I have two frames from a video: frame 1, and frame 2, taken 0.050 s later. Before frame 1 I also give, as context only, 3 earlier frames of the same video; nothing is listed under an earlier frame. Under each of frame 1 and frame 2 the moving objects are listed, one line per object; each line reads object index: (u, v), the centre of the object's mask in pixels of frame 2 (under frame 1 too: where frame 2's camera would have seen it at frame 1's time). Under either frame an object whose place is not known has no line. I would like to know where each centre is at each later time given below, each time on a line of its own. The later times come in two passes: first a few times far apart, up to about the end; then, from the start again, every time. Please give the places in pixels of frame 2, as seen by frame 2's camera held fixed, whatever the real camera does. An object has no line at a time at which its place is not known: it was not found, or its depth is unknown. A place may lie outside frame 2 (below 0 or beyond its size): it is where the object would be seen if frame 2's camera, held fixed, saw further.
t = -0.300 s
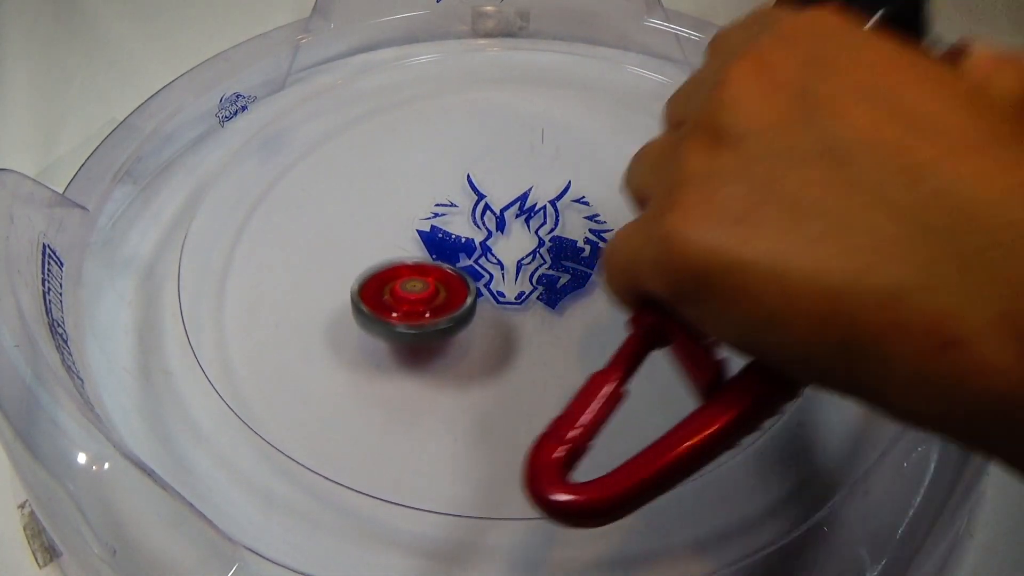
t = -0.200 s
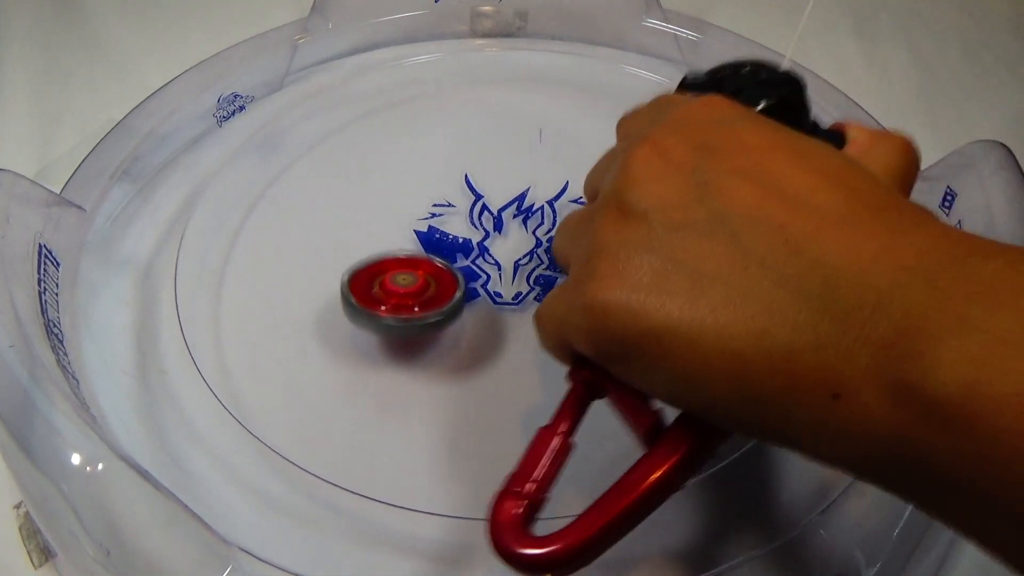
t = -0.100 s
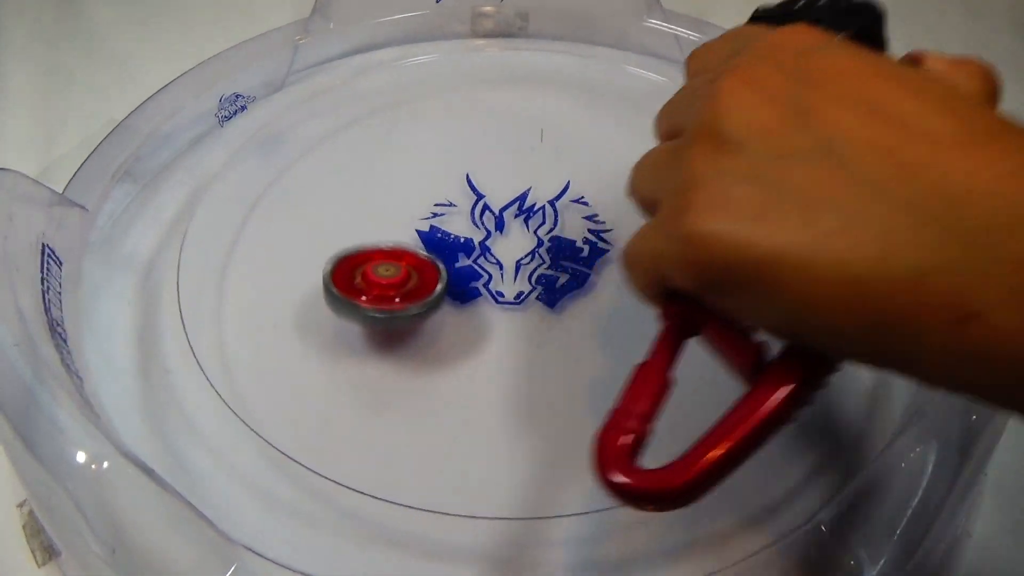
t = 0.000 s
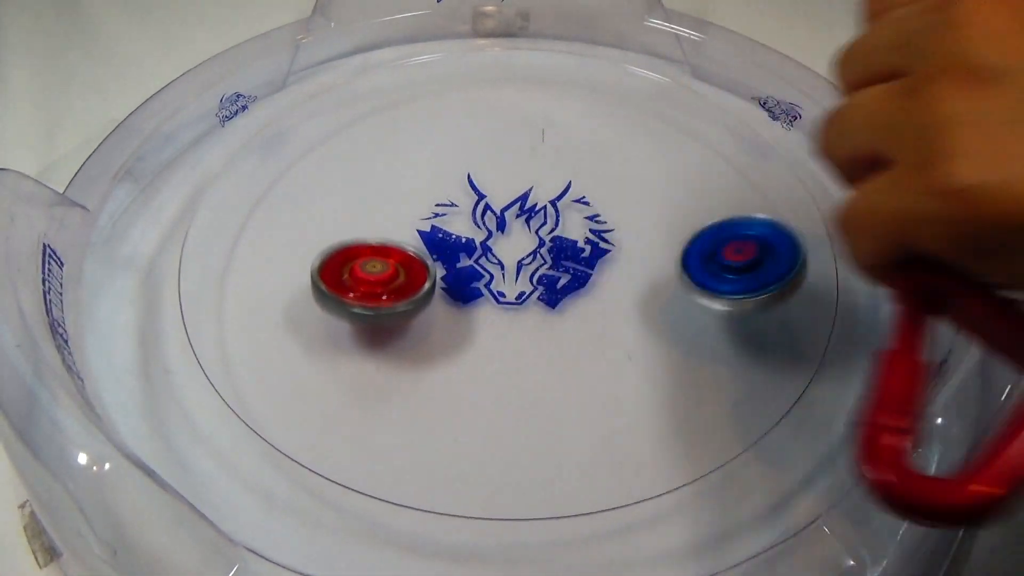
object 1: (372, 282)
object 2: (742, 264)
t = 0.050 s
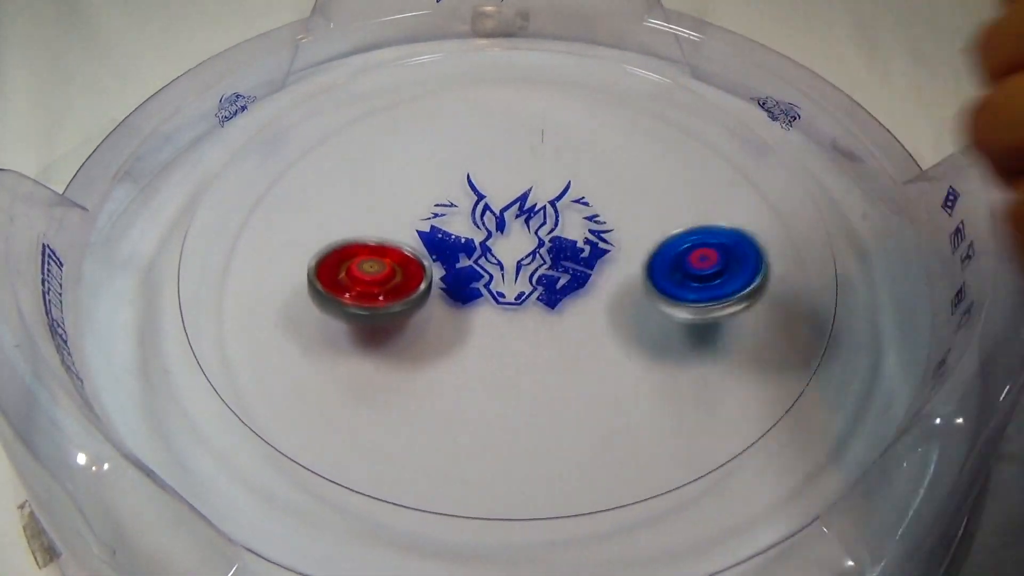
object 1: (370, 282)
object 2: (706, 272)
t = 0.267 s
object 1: (352, 279)
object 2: (479, 303)
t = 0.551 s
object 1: (257, 170)
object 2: (730, 377)
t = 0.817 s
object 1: (518, 174)
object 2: (613, 293)
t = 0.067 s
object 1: (368, 281)
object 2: (693, 275)
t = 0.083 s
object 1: (366, 281)
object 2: (677, 278)
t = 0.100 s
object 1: (364, 281)
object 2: (661, 282)
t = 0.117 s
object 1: (363, 280)
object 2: (645, 285)
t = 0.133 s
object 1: (362, 279)
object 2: (626, 288)
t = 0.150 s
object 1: (361, 280)
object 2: (608, 291)
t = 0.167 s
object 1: (360, 279)
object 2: (591, 293)
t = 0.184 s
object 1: (358, 278)
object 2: (573, 295)
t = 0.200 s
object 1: (357, 279)
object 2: (554, 298)
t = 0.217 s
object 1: (356, 279)
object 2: (536, 300)
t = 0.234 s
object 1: (355, 279)
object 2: (517, 301)
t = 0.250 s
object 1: (353, 279)
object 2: (499, 302)
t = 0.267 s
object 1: (352, 279)
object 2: (479, 303)
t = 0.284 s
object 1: (338, 274)
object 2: (479, 308)
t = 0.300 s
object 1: (307, 261)
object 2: (499, 319)
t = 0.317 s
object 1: (277, 246)
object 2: (521, 331)
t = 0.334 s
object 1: (252, 232)
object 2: (542, 340)
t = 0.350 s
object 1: (229, 220)
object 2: (563, 350)
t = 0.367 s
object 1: (207, 209)
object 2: (584, 359)
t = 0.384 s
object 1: (187, 198)
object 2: (605, 368)
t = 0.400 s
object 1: (182, 185)
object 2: (626, 376)
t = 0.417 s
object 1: (181, 174)
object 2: (647, 383)
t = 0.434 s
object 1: (182, 169)
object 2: (668, 391)
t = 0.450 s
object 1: (186, 169)
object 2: (689, 399)
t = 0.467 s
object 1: (192, 172)
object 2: (710, 406)
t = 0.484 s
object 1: (202, 166)
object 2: (727, 411)
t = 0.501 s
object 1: (214, 166)
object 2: (730, 399)
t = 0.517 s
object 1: (228, 171)
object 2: (731, 392)
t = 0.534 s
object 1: (242, 171)
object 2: (731, 387)
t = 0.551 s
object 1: (257, 170)
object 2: (730, 377)
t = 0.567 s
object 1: (272, 175)
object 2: (728, 369)
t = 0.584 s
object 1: (289, 176)
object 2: (724, 359)
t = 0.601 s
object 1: (306, 179)
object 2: (720, 349)
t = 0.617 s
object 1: (324, 182)
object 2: (715, 341)
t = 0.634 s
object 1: (342, 185)
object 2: (708, 332)
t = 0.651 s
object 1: (361, 188)
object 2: (702, 323)
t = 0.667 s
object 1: (380, 191)
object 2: (694, 315)
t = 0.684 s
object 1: (399, 193)
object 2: (685, 306)
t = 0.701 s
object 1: (417, 195)
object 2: (676, 298)
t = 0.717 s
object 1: (436, 198)
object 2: (665, 291)
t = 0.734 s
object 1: (455, 201)
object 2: (654, 283)
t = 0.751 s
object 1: (473, 202)
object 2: (641, 276)
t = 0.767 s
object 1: (492, 205)
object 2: (625, 270)
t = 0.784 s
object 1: (509, 207)
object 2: (610, 264)
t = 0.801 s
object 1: (522, 204)
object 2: (595, 261)
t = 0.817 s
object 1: (518, 174)
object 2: (613, 293)
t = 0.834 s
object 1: (509, 146)
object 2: (630, 324)
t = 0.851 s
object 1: (500, 114)
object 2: (647, 356)
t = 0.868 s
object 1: (492, 88)
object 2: (664, 386)
